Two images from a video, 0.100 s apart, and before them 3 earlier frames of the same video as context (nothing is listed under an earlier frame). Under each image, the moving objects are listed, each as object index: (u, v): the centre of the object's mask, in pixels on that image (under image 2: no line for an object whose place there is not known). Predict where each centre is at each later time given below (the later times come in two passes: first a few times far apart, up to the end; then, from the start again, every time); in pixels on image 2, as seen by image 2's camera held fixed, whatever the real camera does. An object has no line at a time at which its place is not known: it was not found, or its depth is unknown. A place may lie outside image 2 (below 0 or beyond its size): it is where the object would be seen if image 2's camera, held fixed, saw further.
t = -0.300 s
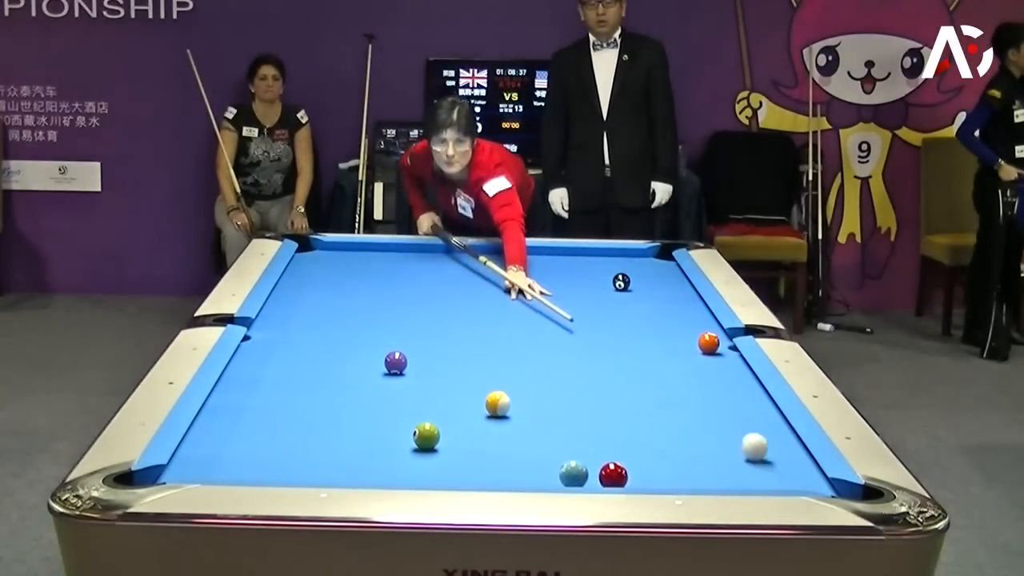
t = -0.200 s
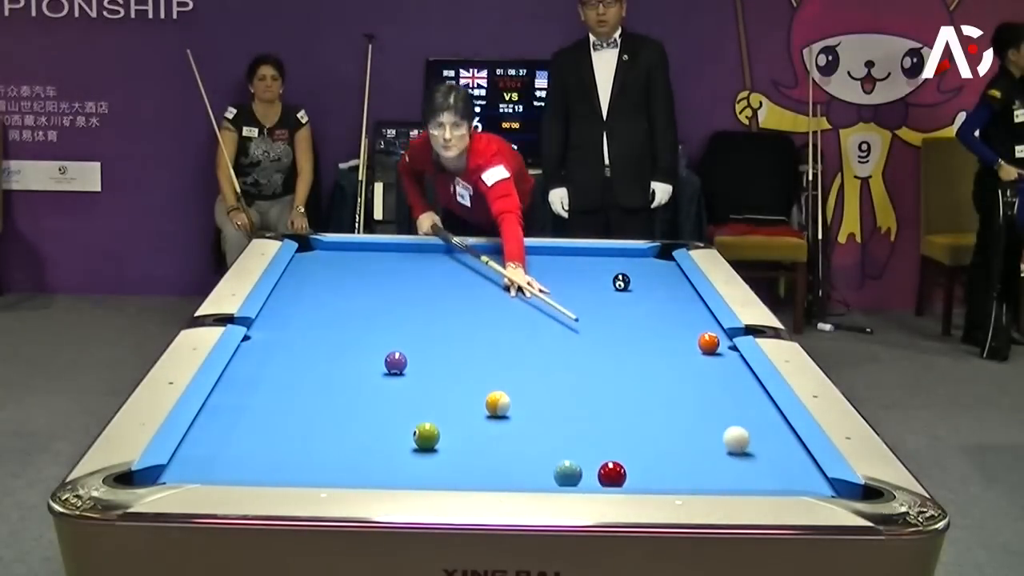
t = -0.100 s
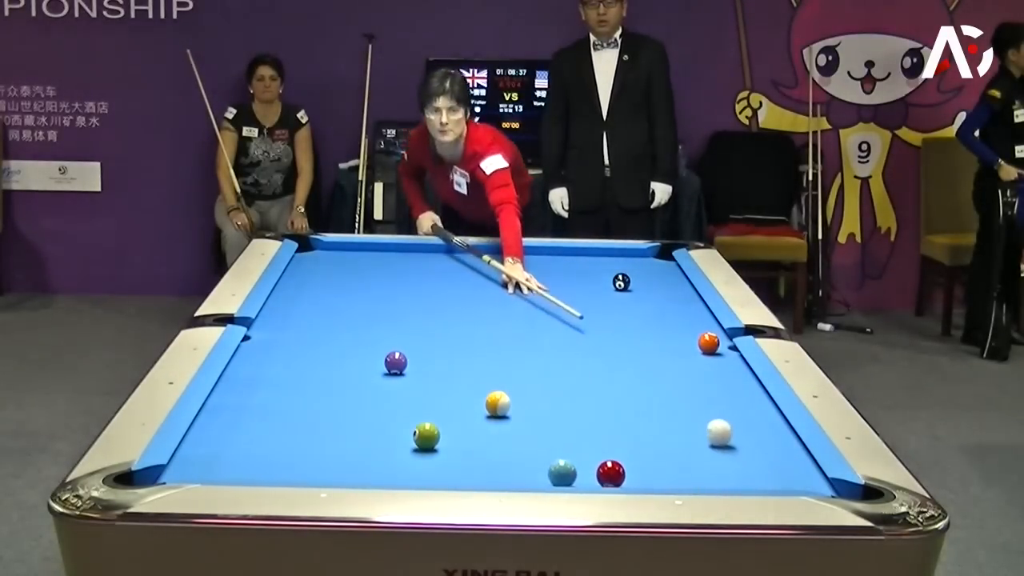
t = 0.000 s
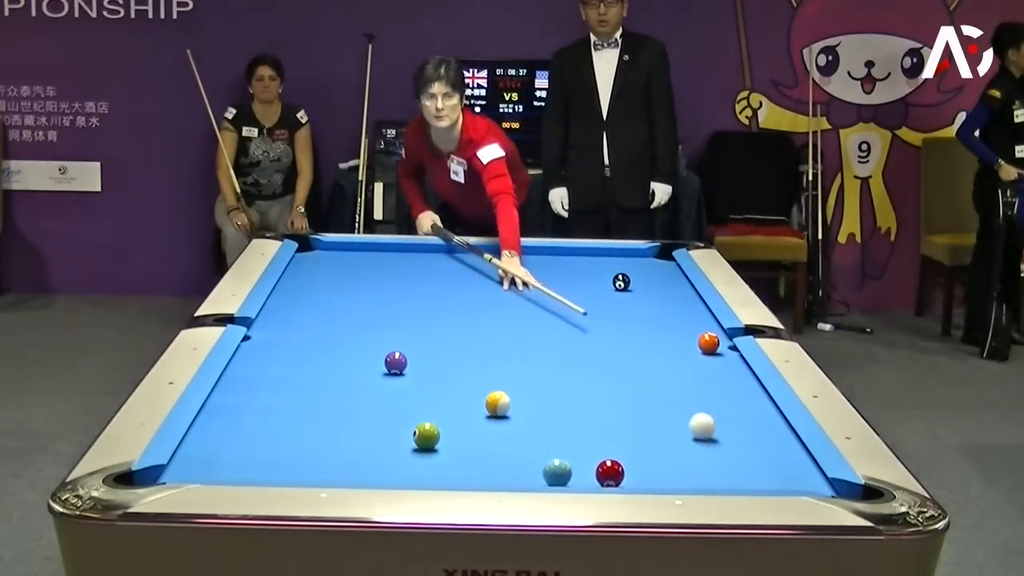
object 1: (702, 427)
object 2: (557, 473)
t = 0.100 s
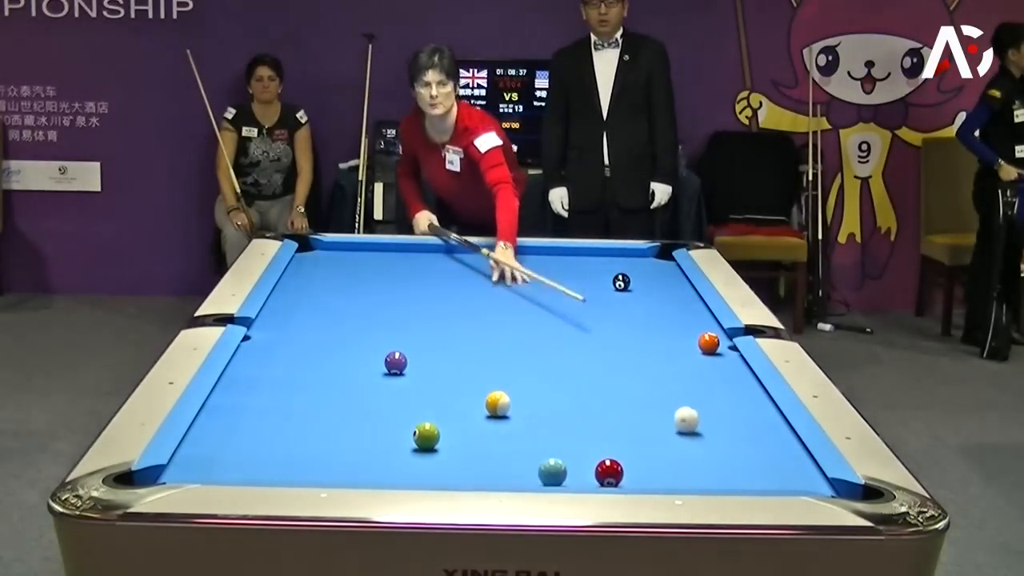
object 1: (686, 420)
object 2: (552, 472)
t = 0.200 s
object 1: (671, 414)
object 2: (548, 472)
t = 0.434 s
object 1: (638, 401)
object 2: (539, 471)
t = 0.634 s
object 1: (612, 390)
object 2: (533, 471)
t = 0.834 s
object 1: (588, 381)
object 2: (529, 471)
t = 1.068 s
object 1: (562, 370)
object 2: (526, 471)
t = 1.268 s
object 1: (542, 362)
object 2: (525, 471)
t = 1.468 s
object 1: (524, 354)
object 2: (525, 471)
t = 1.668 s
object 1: (507, 347)
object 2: (525, 471)
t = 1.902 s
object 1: (488, 339)
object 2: (525, 471)
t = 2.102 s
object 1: (474, 334)
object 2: (525, 471)
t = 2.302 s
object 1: (461, 328)
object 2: (525, 471)
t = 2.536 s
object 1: (446, 322)
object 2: (525, 471)
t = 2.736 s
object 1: (435, 317)
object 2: (525, 471)
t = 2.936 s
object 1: (424, 313)
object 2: (525, 471)
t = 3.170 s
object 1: (412, 308)
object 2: (525, 471)
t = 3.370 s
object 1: (403, 304)
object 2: (525, 471)
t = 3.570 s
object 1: (395, 301)
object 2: (525, 471)
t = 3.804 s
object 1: (386, 298)
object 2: (525, 471)
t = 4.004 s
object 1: (379, 295)
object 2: (525, 471)
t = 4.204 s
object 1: (373, 292)
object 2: (525, 471)
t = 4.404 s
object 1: (367, 290)
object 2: (525, 471)
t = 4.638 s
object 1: (362, 287)
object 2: (525, 471)
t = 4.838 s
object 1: (357, 285)
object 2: (525, 471)
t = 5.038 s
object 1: (353, 283)
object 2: (525, 471)
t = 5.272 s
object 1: (350, 282)
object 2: (525, 471)
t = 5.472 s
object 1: (347, 281)
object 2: (525, 471)
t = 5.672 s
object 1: (345, 280)
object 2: (525, 471)
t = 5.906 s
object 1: (342, 279)
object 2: (525, 471)
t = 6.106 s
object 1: (341, 278)
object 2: (525, 471)
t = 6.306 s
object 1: (340, 278)
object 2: (525, 471)
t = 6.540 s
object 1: (340, 278)
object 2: (525, 471)
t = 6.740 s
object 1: (340, 278)
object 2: (525, 471)
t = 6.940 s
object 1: (340, 278)
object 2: (525, 471)
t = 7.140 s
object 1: (340, 278)
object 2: (525, 471)
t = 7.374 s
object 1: (340, 278)
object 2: (525, 471)
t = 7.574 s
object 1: (340, 278)
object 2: (525, 471)
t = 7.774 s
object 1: (340, 278)
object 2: (525, 471)
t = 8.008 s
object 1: (340, 278)
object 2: (525, 471)
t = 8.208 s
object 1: (340, 278)
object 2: (525, 471)
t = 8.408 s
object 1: (340, 278)
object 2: (525, 471)
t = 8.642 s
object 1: (340, 278)
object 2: (525, 471)
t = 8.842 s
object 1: (340, 278)
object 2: (525, 471)
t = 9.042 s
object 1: (340, 278)
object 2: (525, 471)
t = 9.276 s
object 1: (340, 278)
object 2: (525, 471)
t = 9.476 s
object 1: (340, 278)
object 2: (525, 471)
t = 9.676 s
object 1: (340, 278)
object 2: (525, 471)
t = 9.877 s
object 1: (340, 278)
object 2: (525, 471)
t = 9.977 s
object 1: (340, 278)
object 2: (525, 471)
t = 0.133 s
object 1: (681, 418)
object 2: (551, 472)
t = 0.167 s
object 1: (676, 416)
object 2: (549, 472)
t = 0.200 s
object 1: (671, 414)
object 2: (548, 472)
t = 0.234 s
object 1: (666, 412)
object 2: (547, 472)
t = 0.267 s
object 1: (661, 410)
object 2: (545, 472)
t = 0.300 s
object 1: (656, 408)
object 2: (544, 472)
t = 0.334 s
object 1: (651, 406)
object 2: (543, 472)
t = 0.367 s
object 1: (647, 405)
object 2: (541, 472)
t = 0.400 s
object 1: (642, 402)
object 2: (540, 471)
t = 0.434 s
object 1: (638, 401)
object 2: (539, 471)
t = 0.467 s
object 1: (633, 399)
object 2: (538, 471)
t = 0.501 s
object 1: (629, 397)
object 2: (537, 471)
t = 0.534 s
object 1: (624, 395)
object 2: (536, 471)
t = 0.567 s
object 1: (620, 394)
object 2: (535, 471)
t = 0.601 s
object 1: (616, 392)
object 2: (534, 471)
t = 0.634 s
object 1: (612, 390)
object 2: (533, 471)
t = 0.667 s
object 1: (608, 388)
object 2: (533, 471)
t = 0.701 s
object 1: (603, 387)
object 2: (532, 471)
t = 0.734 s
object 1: (600, 385)
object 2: (531, 471)
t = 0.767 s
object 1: (596, 384)
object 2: (531, 471)
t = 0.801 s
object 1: (592, 382)
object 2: (530, 471)
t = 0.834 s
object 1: (588, 381)
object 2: (529, 471)
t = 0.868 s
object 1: (584, 379)
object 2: (528, 471)
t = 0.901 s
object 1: (581, 378)
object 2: (528, 471)
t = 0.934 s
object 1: (577, 376)
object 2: (528, 471)
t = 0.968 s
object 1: (573, 375)
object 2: (527, 471)
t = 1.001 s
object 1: (569, 373)
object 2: (527, 471)
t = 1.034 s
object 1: (566, 371)
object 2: (527, 471)
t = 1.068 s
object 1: (562, 370)
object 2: (526, 471)
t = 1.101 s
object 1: (559, 369)
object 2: (526, 471)
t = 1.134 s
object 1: (555, 367)
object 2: (526, 471)
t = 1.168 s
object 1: (552, 366)
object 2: (525, 471)
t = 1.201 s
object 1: (549, 365)
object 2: (525, 471)
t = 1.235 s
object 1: (545, 363)
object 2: (525, 471)
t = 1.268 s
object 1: (542, 362)
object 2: (525, 471)
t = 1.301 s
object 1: (539, 361)
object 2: (525, 471)
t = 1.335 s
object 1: (536, 359)
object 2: (525, 471)
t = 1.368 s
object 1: (533, 358)
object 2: (525, 471)
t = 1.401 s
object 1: (530, 357)
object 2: (525, 471)
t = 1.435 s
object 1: (527, 356)
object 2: (525, 471)
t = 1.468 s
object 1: (524, 354)
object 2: (525, 471)
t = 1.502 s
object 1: (521, 353)
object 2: (525, 471)
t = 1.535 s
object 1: (518, 352)
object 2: (525, 471)
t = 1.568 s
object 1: (515, 351)
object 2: (525, 471)
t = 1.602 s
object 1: (512, 349)
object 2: (525, 471)
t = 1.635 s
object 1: (509, 348)
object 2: (525, 471)
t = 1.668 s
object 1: (507, 347)
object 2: (525, 471)
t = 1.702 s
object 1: (504, 346)
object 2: (525, 471)
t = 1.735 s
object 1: (501, 345)
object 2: (525, 471)
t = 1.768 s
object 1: (499, 344)
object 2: (525, 471)
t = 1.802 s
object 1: (496, 342)
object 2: (525, 471)
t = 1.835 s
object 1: (493, 342)
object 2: (525, 471)
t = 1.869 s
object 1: (491, 341)
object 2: (525, 471)
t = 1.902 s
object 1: (488, 339)
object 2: (525, 471)
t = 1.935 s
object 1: (486, 338)
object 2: (525, 471)
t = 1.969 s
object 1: (483, 337)
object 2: (525, 471)
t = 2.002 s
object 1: (481, 336)
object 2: (525, 471)
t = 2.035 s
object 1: (479, 336)
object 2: (525, 471)
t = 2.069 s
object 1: (476, 335)
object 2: (525, 471)
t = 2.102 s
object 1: (474, 334)
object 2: (525, 471)
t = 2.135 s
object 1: (471, 333)
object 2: (525, 471)
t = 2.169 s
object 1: (469, 332)
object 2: (525, 471)
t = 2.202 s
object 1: (467, 331)
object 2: (525, 471)
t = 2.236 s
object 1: (465, 330)
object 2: (525, 471)
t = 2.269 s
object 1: (463, 329)
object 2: (525, 471)
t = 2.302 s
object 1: (461, 328)
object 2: (525, 471)
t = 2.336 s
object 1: (458, 327)
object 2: (525, 471)
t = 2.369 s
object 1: (456, 326)
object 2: (525, 471)
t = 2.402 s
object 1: (454, 325)
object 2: (525, 471)
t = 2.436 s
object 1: (452, 325)
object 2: (525, 471)
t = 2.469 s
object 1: (450, 324)
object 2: (525, 471)
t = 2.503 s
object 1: (448, 323)
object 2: (525, 471)
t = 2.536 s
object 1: (446, 322)
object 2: (525, 471)
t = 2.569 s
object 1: (444, 321)
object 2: (525, 471)
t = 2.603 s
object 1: (442, 320)
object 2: (525, 471)
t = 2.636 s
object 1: (440, 320)
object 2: (525, 471)
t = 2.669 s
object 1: (438, 319)
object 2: (525, 471)
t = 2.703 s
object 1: (436, 318)
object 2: (525, 471)
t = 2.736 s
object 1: (435, 317)
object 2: (525, 471)
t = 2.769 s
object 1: (433, 316)
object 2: (525, 471)
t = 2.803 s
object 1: (431, 316)
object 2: (525, 471)
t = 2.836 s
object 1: (429, 315)
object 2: (525, 471)
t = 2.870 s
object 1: (427, 314)
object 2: (525, 471)
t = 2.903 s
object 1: (426, 314)
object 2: (525, 471)
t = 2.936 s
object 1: (424, 313)
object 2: (525, 471)
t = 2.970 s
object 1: (422, 312)
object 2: (525, 471)
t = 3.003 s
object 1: (421, 312)
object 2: (525, 471)
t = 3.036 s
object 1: (419, 311)
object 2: (525, 471)
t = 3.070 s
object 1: (417, 310)
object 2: (525, 471)
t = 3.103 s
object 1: (415, 310)
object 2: (525, 471)
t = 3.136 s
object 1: (414, 309)
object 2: (525, 471)
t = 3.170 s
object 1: (412, 308)
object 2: (525, 471)
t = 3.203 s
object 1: (410, 307)
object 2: (525, 471)
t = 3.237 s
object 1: (409, 307)
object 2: (525, 471)
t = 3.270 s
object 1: (407, 306)
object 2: (525, 471)
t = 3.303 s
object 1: (406, 306)
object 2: (525, 471)
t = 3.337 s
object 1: (405, 305)
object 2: (525, 471)
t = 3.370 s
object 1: (403, 304)
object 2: (525, 471)
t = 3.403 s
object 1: (402, 304)
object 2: (525, 471)
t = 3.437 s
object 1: (400, 303)
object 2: (525, 471)
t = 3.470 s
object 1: (399, 303)
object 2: (525, 471)
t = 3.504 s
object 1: (397, 302)
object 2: (525, 471)
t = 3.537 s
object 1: (396, 302)
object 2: (525, 471)
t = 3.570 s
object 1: (395, 301)
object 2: (525, 471)
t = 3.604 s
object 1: (393, 301)
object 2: (525, 471)
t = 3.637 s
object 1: (392, 300)
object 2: (525, 471)
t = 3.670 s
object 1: (391, 299)
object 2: (525, 471)
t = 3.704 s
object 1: (390, 299)
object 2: (525, 471)
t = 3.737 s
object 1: (388, 298)
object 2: (525, 471)
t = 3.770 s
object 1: (387, 298)
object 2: (525, 471)
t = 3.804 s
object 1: (386, 298)
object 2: (525, 471)
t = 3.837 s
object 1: (385, 297)
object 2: (525, 471)
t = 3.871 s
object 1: (384, 296)
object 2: (525, 471)
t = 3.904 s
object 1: (383, 296)
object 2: (525, 471)
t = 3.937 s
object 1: (381, 295)
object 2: (525, 471)
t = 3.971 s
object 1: (380, 295)
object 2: (525, 471)
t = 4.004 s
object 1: (379, 295)
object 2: (525, 471)
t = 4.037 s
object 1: (378, 294)
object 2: (525, 471)
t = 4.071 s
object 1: (377, 294)
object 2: (525, 471)
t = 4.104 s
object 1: (376, 293)
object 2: (525, 471)
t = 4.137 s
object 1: (375, 293)
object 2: (525, 471)
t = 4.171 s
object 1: (374, 292)
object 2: (525, 471)
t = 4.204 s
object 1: (373, 292)
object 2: (525, 471)
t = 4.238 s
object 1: (372, 292)
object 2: (525, 471)
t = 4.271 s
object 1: (371, 291)
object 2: (525, 471)
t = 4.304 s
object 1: (370, 291)
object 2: (525, 471)
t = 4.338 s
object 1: (369, 290)
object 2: (525, 471)
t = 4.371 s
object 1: (368, 290)
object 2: (525, 471)
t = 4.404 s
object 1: (367, 290)
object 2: (525, 471)
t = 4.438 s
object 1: (366, 289)
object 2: (525, 471)
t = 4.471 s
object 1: (366, 289)
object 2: (525, 471)
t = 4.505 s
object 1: (365, 288)
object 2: (525, 471)
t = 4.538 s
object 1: (364, 288)
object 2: (525, 471)
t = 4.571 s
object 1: (363, 288)
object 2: (525, 471)
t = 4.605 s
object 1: (362, 287)
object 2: (525, 471)
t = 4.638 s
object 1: (362, 287)
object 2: (525, 471)
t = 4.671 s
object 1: (361, 287)
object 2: (525, 471)
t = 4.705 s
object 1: (360, 287)
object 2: (525, 471)
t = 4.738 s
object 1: (359, 286)
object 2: (525, 471)
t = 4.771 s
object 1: (359, 286)
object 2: (525, 471)
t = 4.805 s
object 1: (358, 286)
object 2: (525, 471)
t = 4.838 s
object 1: (357, 285)
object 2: (525, 471)
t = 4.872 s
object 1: (357, 285)
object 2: (525, 471)
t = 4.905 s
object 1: (356, 285)
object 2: (525, 471)
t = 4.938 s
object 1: (355, 284)
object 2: (525, 471)
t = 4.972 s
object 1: (355, 284)
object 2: (525, 471)
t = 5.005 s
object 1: (354, 284)
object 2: (525, 471)
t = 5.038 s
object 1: (353, 283)
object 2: (525, 471)
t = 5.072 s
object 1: (353, 283)
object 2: (525, 471)
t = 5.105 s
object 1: (352, 283)
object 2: (525, 471)
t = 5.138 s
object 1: (352, 283)
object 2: (525, 471)
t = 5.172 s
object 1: (351, 283)
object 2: (525, 471)
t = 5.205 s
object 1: (351, 282)
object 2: (525, 471)
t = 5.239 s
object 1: (350, 282)
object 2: (525, 471)
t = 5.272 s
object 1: (350, 282)
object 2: (525, 471)
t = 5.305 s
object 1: (349, 282)
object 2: (525, 471)
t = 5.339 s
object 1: (349, 281)
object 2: (525, 471)
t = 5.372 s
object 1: (348, 281)
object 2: (525, 471)
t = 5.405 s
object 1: (348, 281)
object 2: (525, 471)
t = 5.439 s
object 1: (347, 281)
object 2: (525, 471)
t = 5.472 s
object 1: (347, 281)
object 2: (525, 471)
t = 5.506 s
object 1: (347, 281)
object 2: (525, 471)
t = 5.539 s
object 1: (346, 280)
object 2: (525, 471)
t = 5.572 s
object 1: (346, 280)
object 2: (525, 471)
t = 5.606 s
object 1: (345, 280)
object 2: (525, 471)
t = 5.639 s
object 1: (345, 280)
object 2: (525, 471)
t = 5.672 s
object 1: (345, 280)
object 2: (525, 471)
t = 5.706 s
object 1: (344, 280)
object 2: (525, 471)
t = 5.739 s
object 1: (344, 279)
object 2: (525, 471)
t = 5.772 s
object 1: (344, 279)
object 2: (525, 471)
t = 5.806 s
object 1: (343, 279)
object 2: (525, 471)
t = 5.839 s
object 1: (343, 279)
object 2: (525, 471)
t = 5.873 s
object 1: (343, 279)
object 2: (525, 471)
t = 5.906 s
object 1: (342, 279)
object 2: (525, 471)
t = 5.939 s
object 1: (342, 279)
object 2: (525, 471)
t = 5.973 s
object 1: (342, 278)
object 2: (525, 471)
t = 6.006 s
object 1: (342, 278)
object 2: (525, 471)
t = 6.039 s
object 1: (342, 278)
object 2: (525, 471)
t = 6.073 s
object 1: (342, 278)
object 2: (525, 471)
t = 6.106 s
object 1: (341, 278)
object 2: (525, 471)
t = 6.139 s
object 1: (341, 278)
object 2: (525, 471)
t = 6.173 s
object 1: (341, 278)
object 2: (525, 471)
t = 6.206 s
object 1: (341, 278)
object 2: (525, 471)
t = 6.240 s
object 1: (341, 278)
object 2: (525, 471)
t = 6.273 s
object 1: (340, 278)
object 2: (525, 471)
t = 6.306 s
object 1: (340, 278)
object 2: (525, 471)
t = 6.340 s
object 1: (340, 278)
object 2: (525, 471)
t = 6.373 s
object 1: (340, 278)
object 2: (525, 471)
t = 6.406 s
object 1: (340, 278)
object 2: (525, 471)
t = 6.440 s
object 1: (340, 278)
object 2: (525, 471)
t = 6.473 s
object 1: (340, 278)
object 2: (525, 471)
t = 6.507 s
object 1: (340, 278)
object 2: (525, 471)
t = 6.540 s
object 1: (340, 278)
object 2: (525, 471)
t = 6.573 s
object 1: (340, 278)
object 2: (525, 471)
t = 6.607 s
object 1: (340, 278)
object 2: (525, 471)
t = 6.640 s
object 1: (340, 278)
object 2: (525, 471)
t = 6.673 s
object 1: (340, 278)
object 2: (525, 471)
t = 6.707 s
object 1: (340, 278)
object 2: (525, 471)
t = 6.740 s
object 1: (340, 278)
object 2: (525, 471)
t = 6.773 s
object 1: (340, 278)
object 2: (525, 471)
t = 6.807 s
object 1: (340, 278)
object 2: (525, 471)
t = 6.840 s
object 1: (340, 278)
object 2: (525, 471)
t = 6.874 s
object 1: (340, 278)
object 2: (525, 471)
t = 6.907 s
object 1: (340, 278)
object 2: (525, 471)
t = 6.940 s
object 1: (340, 278)
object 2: (525, 471)
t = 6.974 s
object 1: (340, 278)
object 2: (525, 471)
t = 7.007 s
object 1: (340, 278)
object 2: (525, 471)
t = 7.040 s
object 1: (340, 278)
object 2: (525, 471)
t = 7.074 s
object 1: (340, 278)
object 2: (525, 471)
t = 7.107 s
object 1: (340, 278)
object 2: (525, 471)
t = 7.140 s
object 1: (340, 278)
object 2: (525, 471)
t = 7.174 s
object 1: (340, 278)
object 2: (525, 471)
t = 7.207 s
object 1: (340, 278)
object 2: (525, 471)
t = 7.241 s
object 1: (340, 278)
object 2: (525, 471)
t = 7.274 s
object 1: (340, 278)
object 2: (525, 471)
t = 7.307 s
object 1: (340, 278)
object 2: (525, 471)
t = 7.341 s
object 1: (340, 278)
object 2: (525, 471)
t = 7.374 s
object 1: (340, 278)
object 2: (525, 471)
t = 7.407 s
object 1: (340, 278)
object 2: (525, 471)
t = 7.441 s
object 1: (340, 278)
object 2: (525, 471)
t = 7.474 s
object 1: (340, 278)
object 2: (525, 471)
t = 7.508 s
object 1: (340, 278)
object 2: (525, 471)
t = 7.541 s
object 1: (340, 278)
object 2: (525, 471)
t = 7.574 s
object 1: (340, 278)
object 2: (525, 471)
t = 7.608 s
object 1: (340, 278)
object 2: (525, 471)
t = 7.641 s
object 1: (340, 278)
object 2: (525, 471)
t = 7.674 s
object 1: (340, 278)
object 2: (525, 471)
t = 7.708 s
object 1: (340, 278)
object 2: (525, 471)
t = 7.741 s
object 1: (340, 278)
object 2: (525, 471)
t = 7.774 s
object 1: (340, 278)
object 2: (525, 471)
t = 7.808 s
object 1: (340, 278)
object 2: (525, 471)
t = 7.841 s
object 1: (340, 278)
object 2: (525, 471)
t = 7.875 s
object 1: (340, 278)
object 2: (525, 471)
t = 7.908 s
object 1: (340, 278)
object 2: (525, 471)
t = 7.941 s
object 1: (340, 278)
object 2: (525, 471)
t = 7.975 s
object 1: (340, 278)
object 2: (525, 471)
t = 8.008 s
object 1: (340, 278)
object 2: (525, 471)
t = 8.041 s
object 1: (340, 278)
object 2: (525, 471)
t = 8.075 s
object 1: (340, 278)
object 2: (525, 471)
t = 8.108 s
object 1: (340, 278)
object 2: (525, 471)
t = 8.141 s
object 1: (340, 278)
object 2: (525, 471)
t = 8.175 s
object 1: (340, 278)
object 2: (525, 471)
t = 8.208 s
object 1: (340, 278)
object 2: (525, 471)
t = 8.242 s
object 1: (340, 278)
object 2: (525, 471)
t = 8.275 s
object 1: (340, 278)
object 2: (525, 471)
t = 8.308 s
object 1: (340, 278)
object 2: (525, 471)
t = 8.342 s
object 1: (340, 278)
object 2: (525, 471)
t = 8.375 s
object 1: (340, 278)
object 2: (525, 471)
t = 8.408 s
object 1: (340, 278)
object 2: (525, 471)
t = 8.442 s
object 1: (340, 278)
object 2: (525, 471)
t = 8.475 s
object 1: (340, 278)
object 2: (525, 471)
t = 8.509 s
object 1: (340, 278)
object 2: (525, 471)
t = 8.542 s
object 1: (340, 278)
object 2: (525, 471)
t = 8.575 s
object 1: (340, 278)
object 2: (525, 471)
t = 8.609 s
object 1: (340, 278)
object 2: (525, 471)
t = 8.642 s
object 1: (340, 278)
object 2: (525, 471)
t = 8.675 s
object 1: (340, 278)
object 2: (525, 471)
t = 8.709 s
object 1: (340, 278)
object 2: (525, 471)
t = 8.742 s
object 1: (340, 278)
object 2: (525, 471)
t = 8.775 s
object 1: (340, 278)
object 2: (525, 471)
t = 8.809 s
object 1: (340, 278)
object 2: (525, 471)
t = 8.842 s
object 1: (340, 278)
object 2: (525, 471)
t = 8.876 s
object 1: (340, 278)
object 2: (525, 471)
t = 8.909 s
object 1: (340, 278)
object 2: (525, 471)
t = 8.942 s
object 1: (340, 278)
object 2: (525, 471)
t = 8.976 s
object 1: (340, 278)
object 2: (525, 471)
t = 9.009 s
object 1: (340, 278)
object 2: (525, 471)
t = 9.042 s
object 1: (340, 278)
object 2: (525, 471)
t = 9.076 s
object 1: (340, 278)
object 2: (525, 471)
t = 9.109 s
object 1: (340, 278)
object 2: (525, 471)
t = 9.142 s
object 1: (340, 278)
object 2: (525, 471)
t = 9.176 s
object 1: (340, 278)
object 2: (525, 471)
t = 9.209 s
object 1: (340, 278)
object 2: (525, 471)
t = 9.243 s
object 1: (340, 278)
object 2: (525, 471)
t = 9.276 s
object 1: (340, 278)
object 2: (525, 471)
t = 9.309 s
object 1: (340, 278)
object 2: (525, 471)
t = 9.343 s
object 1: (340, 278)
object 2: (525, 471)
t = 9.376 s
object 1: (340, 278)
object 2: (525, 471)
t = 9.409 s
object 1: (340, 278)
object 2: (525, 471)
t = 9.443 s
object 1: (340, 278)
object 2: (525, 471)
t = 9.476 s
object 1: (340, 278)
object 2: (525, 471)
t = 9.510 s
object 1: (340, 278)
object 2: (525, 471)
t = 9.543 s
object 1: (340, 278)
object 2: (525, 471)
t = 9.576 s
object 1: (340, 278)
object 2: (525, 471)
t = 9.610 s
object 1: (340, 278)
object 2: (525, 471)
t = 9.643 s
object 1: (340, 278)
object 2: (525, 471)
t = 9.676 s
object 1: (340, 278)
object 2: (525, 471)
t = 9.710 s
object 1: (340, 278)
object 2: (525, 471)
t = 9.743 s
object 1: (340, 278)
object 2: (525, 471)
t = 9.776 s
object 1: (340, 278)
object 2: (525, 471)
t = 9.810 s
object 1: (340, 278)
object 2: (525, 471)
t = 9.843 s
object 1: (340, 278)
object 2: (525, 471)
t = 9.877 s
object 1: (340, 278)
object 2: (525, 471)
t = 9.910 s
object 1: (340, 278)
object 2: (525, 471)
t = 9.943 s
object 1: (340, 278)
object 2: (525, 471)
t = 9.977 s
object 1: (340, 278)
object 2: (525, 471)
